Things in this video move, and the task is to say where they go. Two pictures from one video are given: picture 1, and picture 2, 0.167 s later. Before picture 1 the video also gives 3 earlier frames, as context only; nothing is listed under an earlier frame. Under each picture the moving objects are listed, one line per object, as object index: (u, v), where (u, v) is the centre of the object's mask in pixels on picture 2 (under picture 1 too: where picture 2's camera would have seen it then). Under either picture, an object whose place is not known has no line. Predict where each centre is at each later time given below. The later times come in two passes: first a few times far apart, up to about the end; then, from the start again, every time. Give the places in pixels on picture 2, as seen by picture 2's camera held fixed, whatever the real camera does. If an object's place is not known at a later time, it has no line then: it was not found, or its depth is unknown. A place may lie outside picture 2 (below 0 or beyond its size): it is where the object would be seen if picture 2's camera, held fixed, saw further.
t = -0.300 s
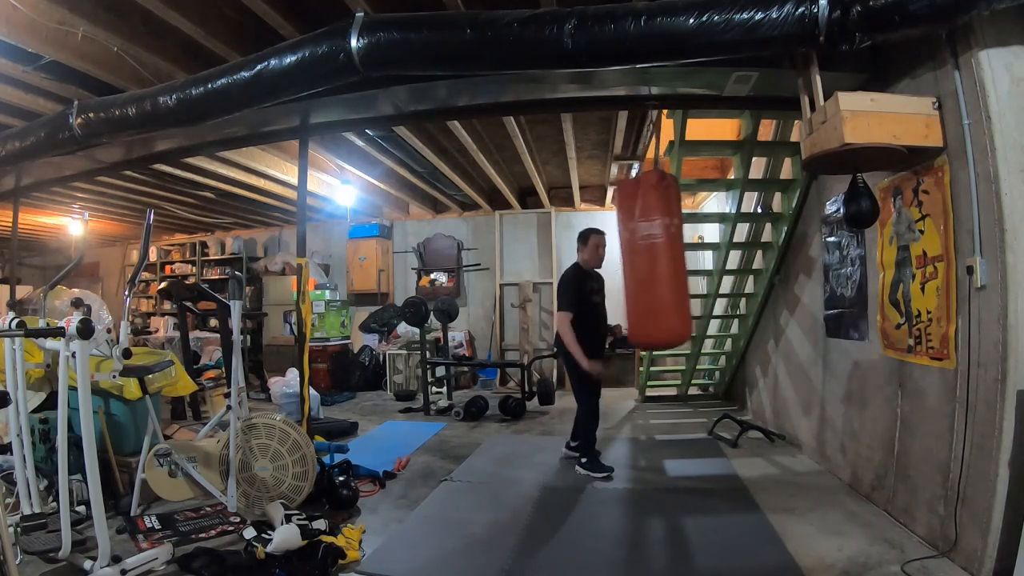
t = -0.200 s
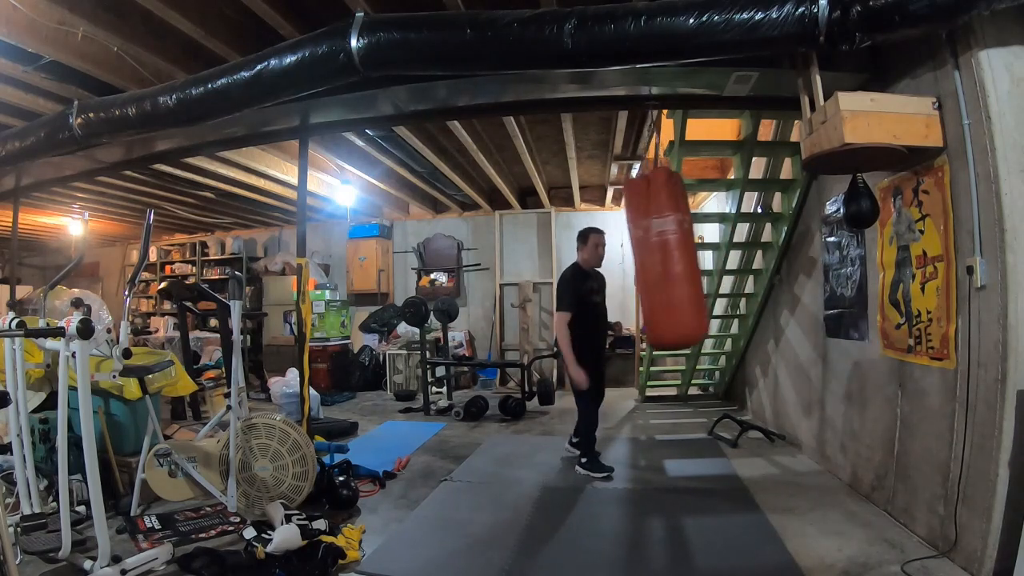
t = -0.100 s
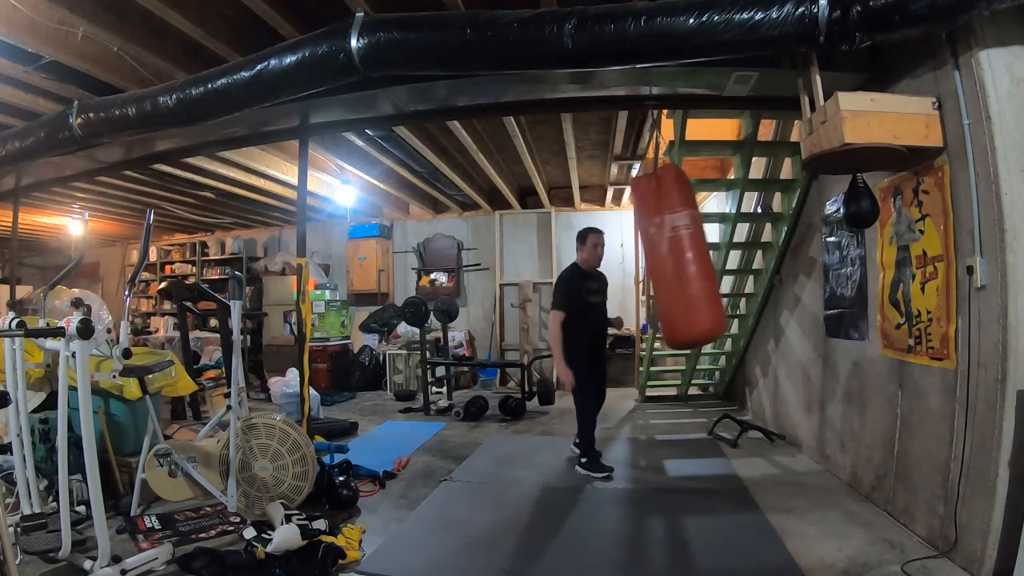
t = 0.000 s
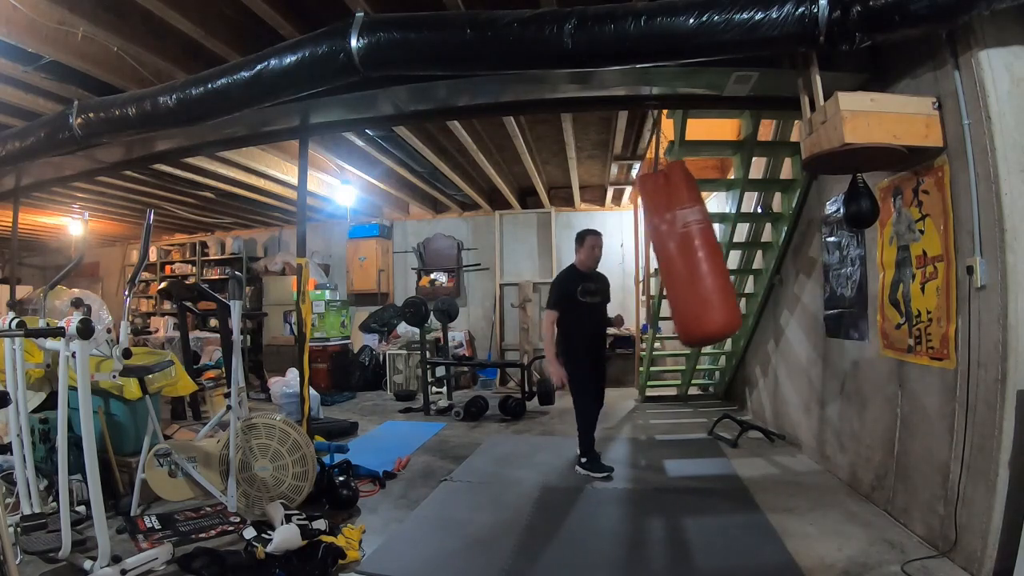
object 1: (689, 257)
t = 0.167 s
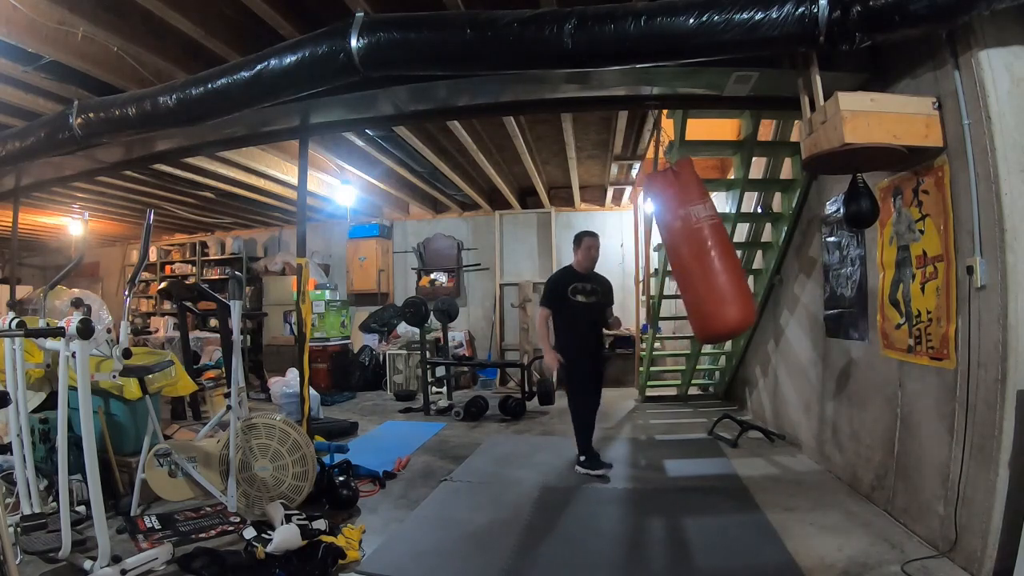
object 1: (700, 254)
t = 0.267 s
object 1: (702, 254)
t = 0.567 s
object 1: (686, 260)
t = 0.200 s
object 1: (701, 254)
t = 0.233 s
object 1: (702, 254)
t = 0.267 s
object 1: (702, 254)
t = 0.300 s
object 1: (702, 255)
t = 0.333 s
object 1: (701, 255)
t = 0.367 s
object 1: (700, 256)
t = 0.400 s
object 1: (699, 257)
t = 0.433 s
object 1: (698, 257)
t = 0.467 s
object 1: (695, 258)
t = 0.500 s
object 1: (693, 259)
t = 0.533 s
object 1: (689, 259)
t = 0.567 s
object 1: (686, 260)
